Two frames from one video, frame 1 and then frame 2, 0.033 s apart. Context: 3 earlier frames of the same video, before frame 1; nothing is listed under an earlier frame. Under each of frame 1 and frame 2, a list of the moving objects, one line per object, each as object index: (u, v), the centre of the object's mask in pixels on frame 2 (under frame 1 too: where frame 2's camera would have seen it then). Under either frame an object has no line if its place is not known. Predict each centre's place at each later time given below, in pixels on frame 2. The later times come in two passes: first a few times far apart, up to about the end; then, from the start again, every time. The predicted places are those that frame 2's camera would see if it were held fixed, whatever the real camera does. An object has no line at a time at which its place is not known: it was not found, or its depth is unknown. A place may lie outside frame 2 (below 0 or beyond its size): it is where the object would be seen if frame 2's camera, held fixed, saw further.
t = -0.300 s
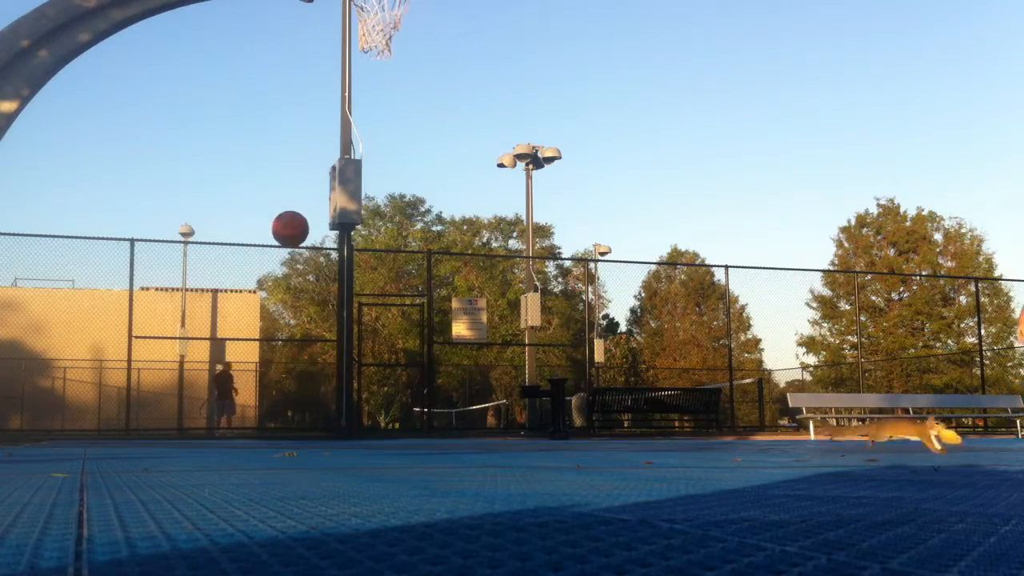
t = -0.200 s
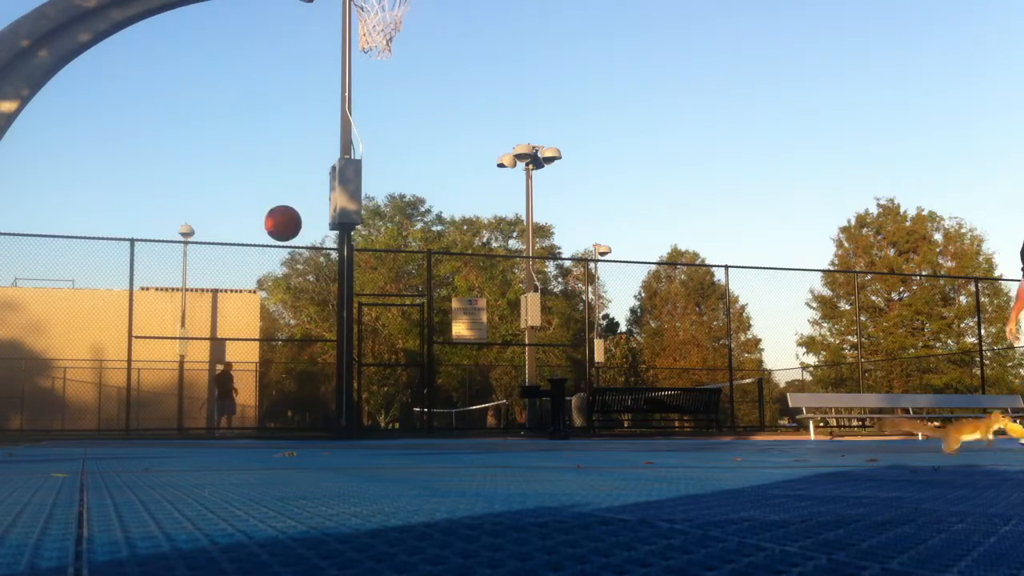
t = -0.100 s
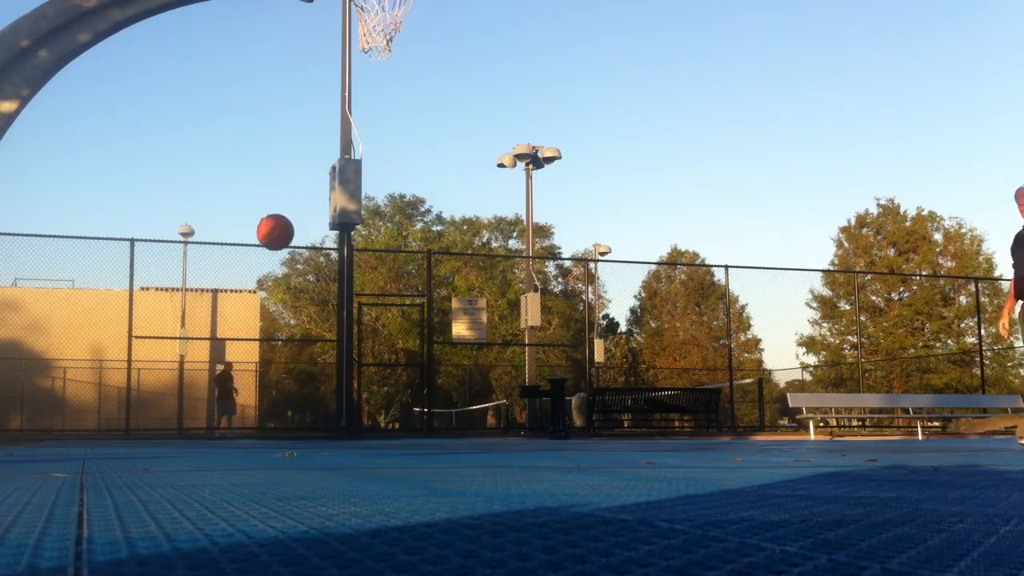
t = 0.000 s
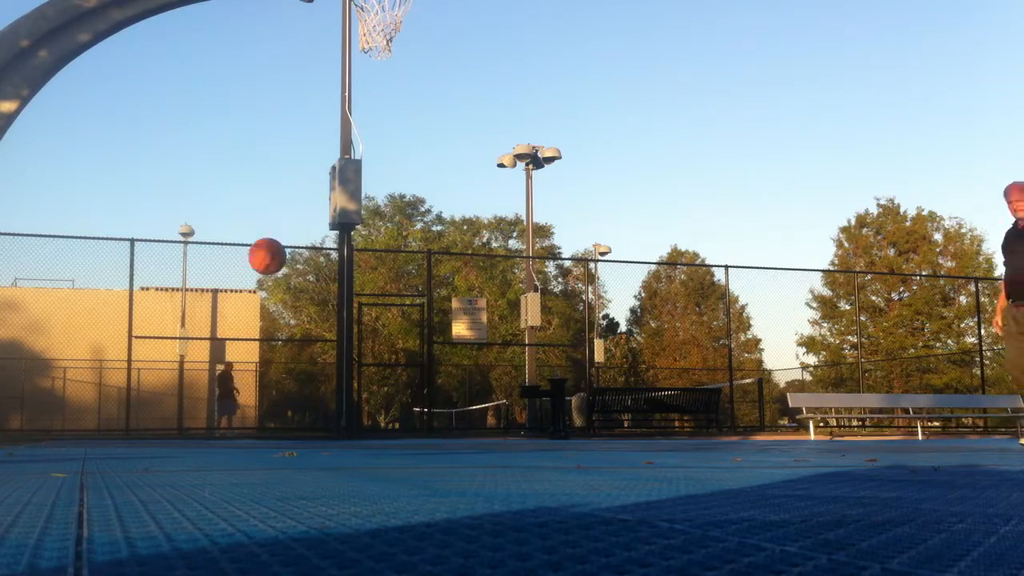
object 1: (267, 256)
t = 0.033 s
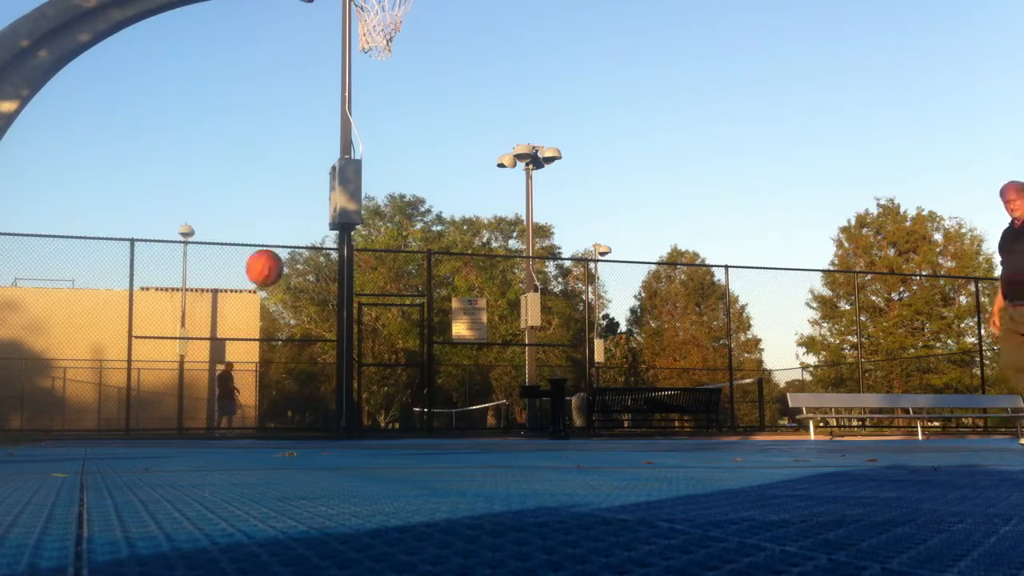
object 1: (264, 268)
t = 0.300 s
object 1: (240, 428)
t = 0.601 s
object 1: (227, 324)
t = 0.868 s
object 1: (211, 339)
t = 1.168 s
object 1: (190, 397)
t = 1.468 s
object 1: (175, 371)
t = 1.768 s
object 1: (159, 404)
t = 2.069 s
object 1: (150, 417)
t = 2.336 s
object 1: (146, 411)
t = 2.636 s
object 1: (144, 418)
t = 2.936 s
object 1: (143, 424)
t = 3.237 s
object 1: (145, 425)
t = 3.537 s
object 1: (148, 426)
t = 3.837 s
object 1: (153, 426)
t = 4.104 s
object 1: (158, 426)
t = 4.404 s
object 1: (166, 427)
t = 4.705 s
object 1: (174, 426)
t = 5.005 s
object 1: (185, 427)
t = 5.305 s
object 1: (196, 427)
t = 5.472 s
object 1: (203, 427)
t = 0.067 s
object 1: (262, 281)
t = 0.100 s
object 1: (259, 296)
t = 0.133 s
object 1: (256, 313)
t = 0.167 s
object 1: (252, 332)
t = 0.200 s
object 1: (250, 353)
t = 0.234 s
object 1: (247, 376)
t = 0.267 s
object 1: (243, 401)
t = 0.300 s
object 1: (240, 428)
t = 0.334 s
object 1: (239, 415)
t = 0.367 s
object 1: (238, 398)
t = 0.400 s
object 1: (237, 382)
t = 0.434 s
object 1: (236, 368)
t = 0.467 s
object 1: (233, 356)
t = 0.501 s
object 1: (231, 346)
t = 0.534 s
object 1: (230, 337)
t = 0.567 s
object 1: (229, 330)
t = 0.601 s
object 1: (227, 324)
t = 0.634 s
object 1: (225, 320)
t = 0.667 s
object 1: (223, 317)
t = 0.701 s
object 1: (221, 317)
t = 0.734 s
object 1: (219, 318)
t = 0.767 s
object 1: (217, 320)
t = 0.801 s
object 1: (215, 324)
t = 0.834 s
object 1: (213, 330)
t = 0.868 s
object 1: (211, 339)
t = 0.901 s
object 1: (209, 348)
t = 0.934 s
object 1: (206, 359)
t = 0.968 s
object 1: (202, 372)
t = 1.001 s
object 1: (200, 388)
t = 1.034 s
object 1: (199, 404)
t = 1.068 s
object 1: (196, 423)
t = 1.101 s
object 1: (194, 421)
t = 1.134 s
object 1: (191, 409)
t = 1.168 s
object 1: (190, 397)
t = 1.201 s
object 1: (189, 388)
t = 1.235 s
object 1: (188, 379)
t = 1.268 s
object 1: (186, 373)
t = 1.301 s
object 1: (185, 369)
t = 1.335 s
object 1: (183, 365)
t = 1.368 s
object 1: (181, 365)
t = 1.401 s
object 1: (179, 365)
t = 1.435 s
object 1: (177, 367)
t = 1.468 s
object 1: (175, 371)
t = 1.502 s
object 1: (173, 377)
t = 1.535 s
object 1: (171, 384)
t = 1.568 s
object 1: (168, 392)
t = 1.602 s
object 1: (165, 403)
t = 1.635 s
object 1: (161, 416)
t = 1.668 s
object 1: (160, 429)
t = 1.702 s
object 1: (159, 420)
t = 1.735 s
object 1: (158, 412)
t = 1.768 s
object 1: (159, 404)
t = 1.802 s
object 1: (157, 400)
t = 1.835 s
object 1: (158, 396)
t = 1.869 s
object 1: (156, 394)
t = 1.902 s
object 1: (156, 394)
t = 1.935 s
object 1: (155, 395)
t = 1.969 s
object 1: (154, 398)
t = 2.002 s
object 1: (153, 403)
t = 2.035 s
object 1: (152, 409)
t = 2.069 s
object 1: (150, 417)
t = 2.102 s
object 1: (149, 427)
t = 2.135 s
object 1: (148, 421)
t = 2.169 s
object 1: (148, 415)
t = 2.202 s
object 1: (148, 411)
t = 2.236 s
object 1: (147, 410)
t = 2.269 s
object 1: (147, 409)
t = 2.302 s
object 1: (147, 409)
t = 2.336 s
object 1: (146, 411)
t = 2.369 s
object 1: (145, 414)
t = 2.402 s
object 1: (145, 420)
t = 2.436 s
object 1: (144, 427)
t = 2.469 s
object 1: (144, 422)
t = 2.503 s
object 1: (144, 418)
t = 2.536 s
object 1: (144, 416)
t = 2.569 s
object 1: (144, 415)
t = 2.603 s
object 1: (144, 416)
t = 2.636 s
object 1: (144, 418)
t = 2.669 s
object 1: (144, 421)
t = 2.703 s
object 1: (142, 426)
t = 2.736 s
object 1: (143, 423)
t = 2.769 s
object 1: (143, 421)
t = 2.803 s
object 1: (143, 421)
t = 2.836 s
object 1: (143, 421)
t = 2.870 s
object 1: (143, 423)
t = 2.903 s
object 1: (143, 426)
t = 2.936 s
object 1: (143, 424)
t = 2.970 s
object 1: (143, 424)
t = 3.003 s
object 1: (143, 424)
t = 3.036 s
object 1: (143, 426)
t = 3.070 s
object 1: (144, 425)
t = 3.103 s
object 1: (144, 425)
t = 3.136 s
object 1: (144, 425)
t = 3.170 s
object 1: (145, 426)
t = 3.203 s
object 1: (145, 426)
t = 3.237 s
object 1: (145, 425)
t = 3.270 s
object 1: (146, 426)
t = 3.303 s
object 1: (146, 426)
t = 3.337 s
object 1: (146, 426)
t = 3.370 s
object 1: (147, 426)
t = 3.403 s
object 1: (147, 426)
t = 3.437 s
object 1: (147, 426)
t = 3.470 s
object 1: (147, 426)
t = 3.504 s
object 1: (148, 426)
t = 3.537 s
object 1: (148, 426)
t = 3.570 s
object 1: (148, 426)
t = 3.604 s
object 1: (149, 426)
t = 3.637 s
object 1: (149, 426)
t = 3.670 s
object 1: (150, 426)
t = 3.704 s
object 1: (150, 426)
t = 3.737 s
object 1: (151, 426)
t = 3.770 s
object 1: (152, 426)
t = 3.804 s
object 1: (152, 426)
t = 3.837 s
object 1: (153, 426)
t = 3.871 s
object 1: (154, 426)
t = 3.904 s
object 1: (154, 426)
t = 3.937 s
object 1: (155, 426)
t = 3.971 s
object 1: (156, 426)
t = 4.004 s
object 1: (156, 426)
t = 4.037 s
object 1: (157, 426)
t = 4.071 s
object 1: (158, 426)
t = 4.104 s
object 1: (158, 426)
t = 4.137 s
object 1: (160, 426)
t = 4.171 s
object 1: (161, 426)
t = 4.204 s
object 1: (161, 426)
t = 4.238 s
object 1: (162, 426)
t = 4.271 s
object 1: (163, 427)
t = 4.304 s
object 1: (163, 426)
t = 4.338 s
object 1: (164, 426)
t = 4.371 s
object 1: (165, 426)
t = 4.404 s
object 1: (166, 427)
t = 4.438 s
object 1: (167, 426)
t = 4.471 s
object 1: (168, 426)
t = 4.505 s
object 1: (169, 426)
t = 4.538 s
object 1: (170, 426)
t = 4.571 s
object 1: (171, 426)
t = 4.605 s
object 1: (172, 427)
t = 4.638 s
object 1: (172, 426)
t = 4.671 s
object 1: (174, 426)
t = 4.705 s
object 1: (174, 426)
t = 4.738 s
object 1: (175, 426)
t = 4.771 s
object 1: (177, 426)
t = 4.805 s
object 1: (178, 426)
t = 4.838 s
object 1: (178, 426)
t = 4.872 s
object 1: (180, 426)
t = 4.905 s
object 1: (181, 427)
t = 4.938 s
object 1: (182, 427)
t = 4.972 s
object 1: (184, 426)
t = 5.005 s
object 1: (185, 427)
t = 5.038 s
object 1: (186, 427)
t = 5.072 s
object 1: (187, 427)
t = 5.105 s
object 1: (189, 427)
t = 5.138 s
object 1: (190, 427)
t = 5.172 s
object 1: (191, 427)
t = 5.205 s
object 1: (192, 427)
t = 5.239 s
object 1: (194, 427)
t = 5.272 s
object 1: (195, 428)
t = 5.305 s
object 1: (196, 427)
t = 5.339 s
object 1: (198, 427)
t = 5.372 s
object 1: (199, 427)
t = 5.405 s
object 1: (201, 427)
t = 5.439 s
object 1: (202, 427)
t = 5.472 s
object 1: (203, 427)
